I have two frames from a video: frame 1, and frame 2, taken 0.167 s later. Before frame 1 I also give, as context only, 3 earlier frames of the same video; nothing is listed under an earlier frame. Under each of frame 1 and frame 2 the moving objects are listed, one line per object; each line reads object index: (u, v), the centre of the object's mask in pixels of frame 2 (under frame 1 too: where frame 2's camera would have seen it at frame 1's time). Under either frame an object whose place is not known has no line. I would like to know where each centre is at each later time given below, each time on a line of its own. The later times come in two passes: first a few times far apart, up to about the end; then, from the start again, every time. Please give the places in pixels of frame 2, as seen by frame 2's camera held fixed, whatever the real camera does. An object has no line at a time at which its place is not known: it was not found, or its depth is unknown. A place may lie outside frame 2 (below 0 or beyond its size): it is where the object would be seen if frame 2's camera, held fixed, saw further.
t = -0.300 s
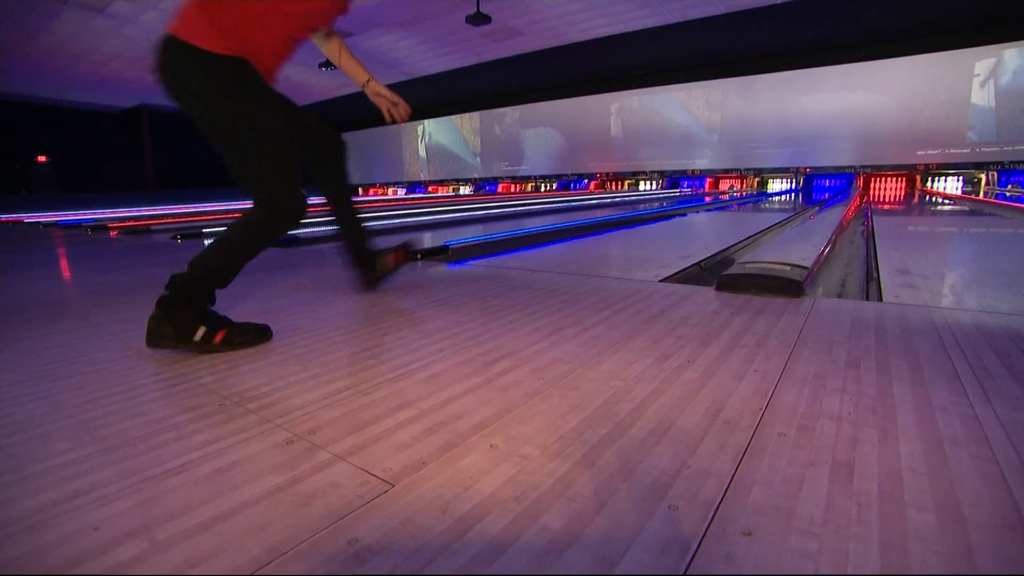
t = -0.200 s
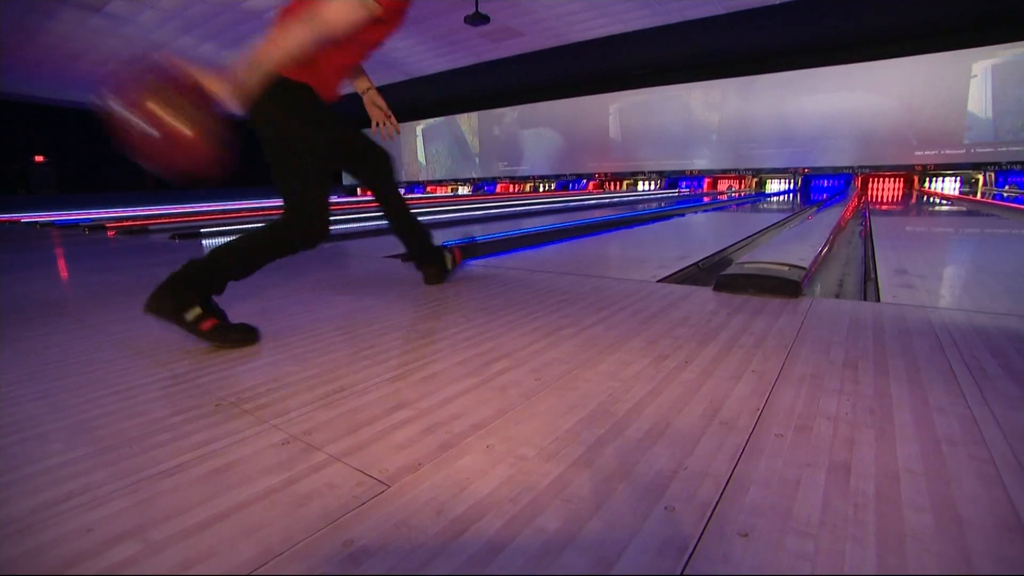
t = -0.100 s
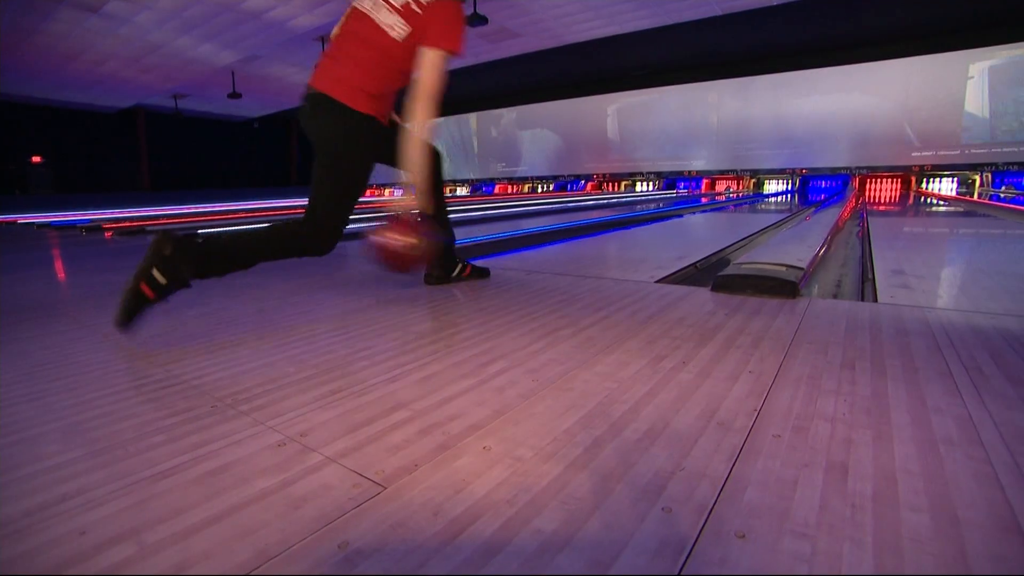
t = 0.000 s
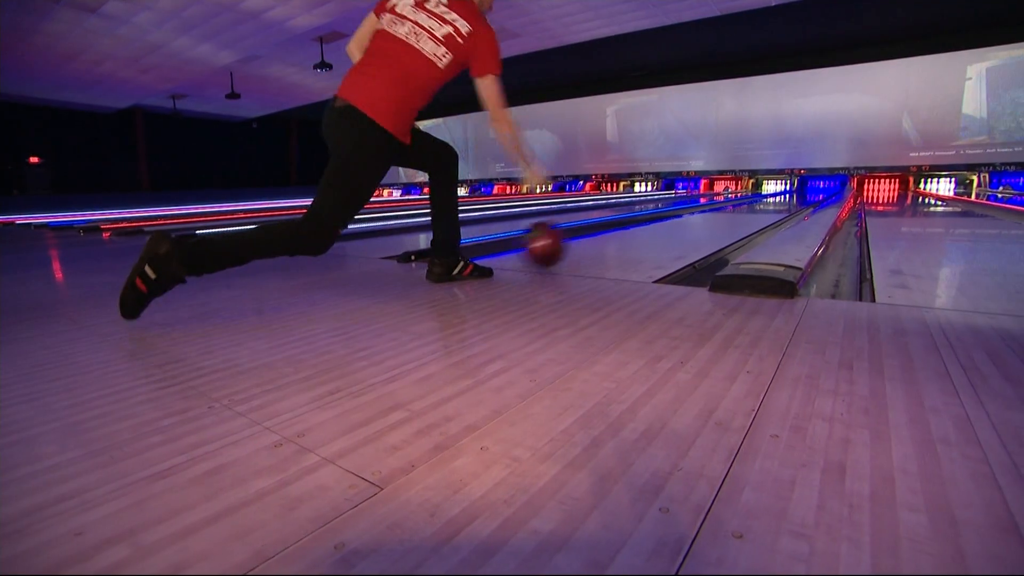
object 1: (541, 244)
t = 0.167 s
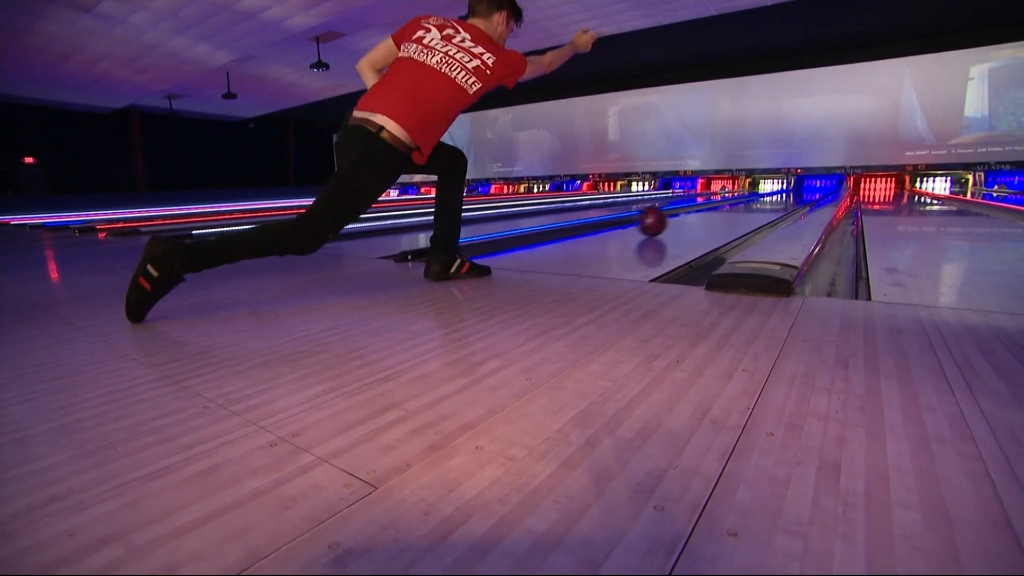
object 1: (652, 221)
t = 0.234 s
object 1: (677, 216)
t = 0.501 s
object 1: (736, 203)
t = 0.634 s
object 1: (753, 201)
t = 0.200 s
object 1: (665, 218)
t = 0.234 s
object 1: (677, 216)
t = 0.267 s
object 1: (688, 214)
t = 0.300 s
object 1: (697, 212)
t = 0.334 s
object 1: (705, 210)
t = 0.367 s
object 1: (713, 208)
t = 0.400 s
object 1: (719, 207)
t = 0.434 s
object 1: (726, 206)
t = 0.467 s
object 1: (731, 204)
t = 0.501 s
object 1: (736, 203)
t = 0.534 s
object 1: (740, 202)
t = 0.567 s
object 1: (746, 201)
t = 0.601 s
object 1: (749, 201)
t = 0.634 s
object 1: (753, 201)
